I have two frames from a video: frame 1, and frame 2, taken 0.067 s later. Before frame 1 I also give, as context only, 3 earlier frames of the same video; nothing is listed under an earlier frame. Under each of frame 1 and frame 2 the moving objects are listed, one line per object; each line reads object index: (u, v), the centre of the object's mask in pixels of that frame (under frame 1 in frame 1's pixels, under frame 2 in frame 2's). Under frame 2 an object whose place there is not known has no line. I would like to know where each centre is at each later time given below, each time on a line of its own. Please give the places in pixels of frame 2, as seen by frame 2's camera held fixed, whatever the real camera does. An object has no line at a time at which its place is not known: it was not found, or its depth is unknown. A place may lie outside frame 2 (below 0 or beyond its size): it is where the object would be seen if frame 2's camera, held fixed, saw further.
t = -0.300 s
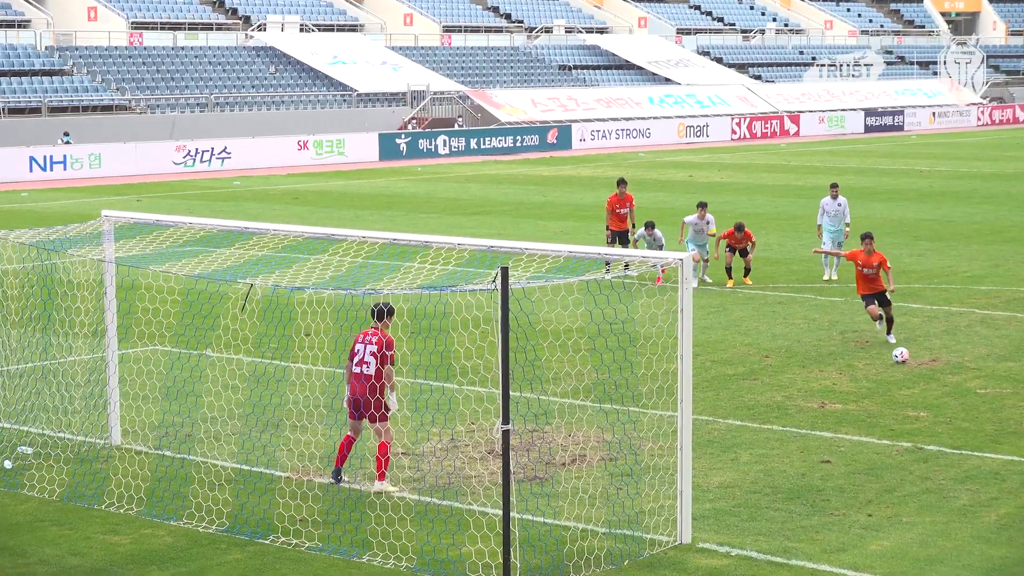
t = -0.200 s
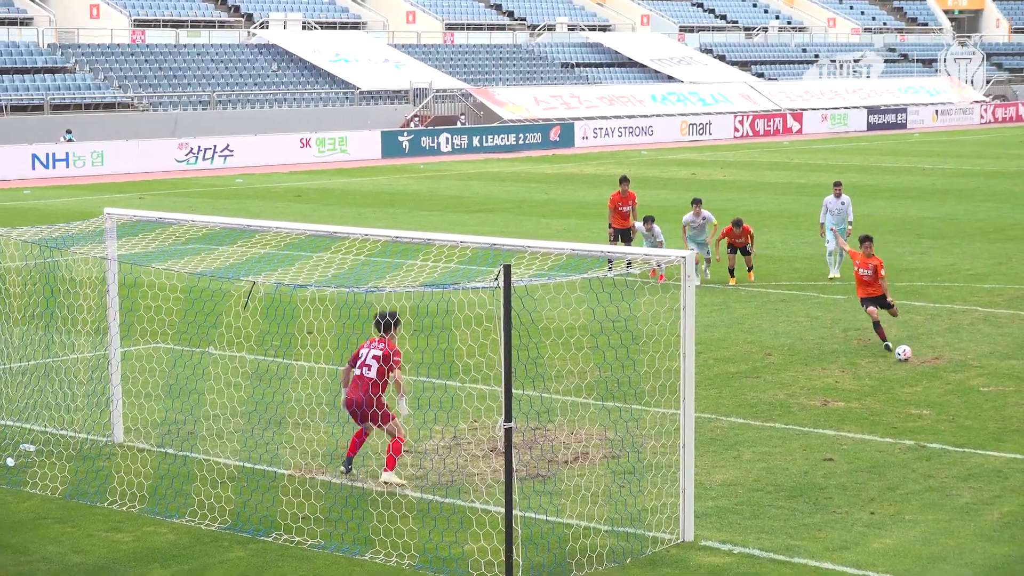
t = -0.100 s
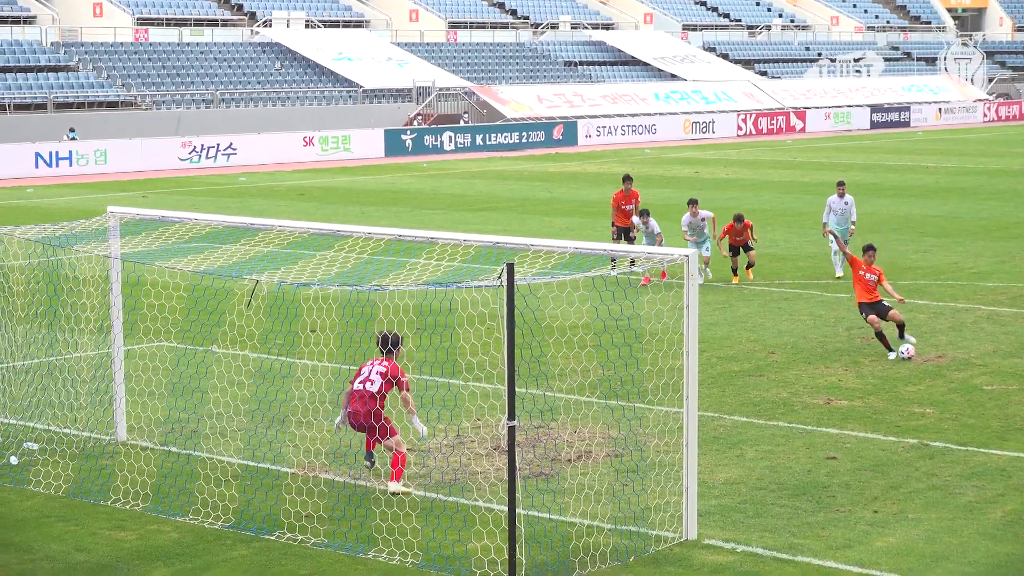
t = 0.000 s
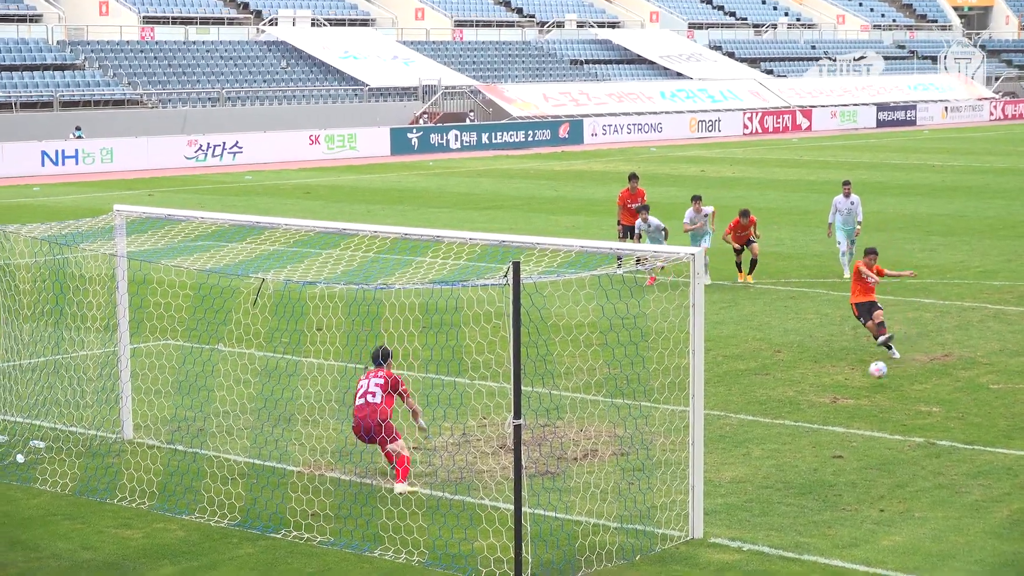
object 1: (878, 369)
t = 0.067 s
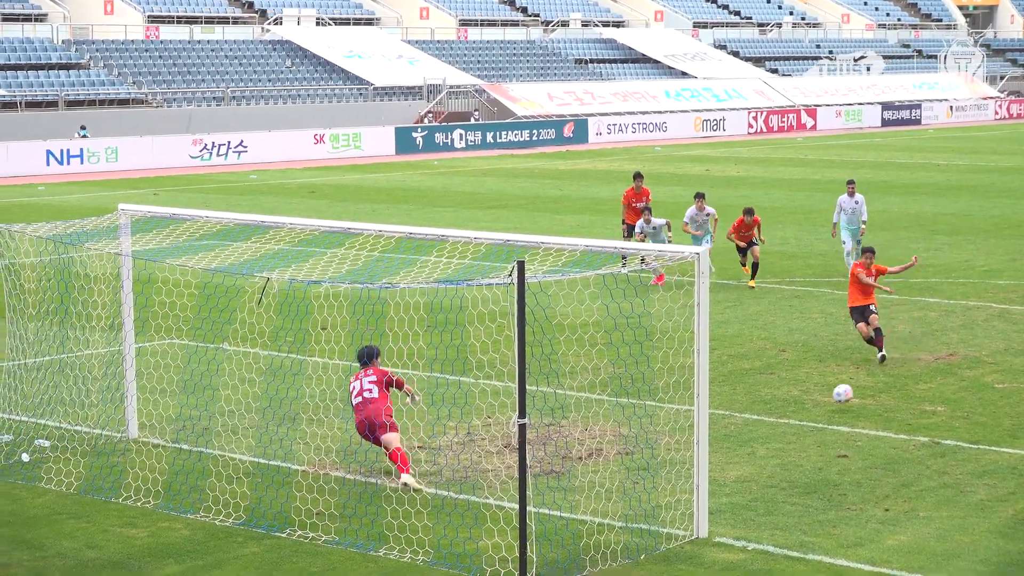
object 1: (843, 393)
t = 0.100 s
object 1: (819, 409)
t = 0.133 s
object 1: (793, 427)
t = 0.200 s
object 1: (731, 461)
